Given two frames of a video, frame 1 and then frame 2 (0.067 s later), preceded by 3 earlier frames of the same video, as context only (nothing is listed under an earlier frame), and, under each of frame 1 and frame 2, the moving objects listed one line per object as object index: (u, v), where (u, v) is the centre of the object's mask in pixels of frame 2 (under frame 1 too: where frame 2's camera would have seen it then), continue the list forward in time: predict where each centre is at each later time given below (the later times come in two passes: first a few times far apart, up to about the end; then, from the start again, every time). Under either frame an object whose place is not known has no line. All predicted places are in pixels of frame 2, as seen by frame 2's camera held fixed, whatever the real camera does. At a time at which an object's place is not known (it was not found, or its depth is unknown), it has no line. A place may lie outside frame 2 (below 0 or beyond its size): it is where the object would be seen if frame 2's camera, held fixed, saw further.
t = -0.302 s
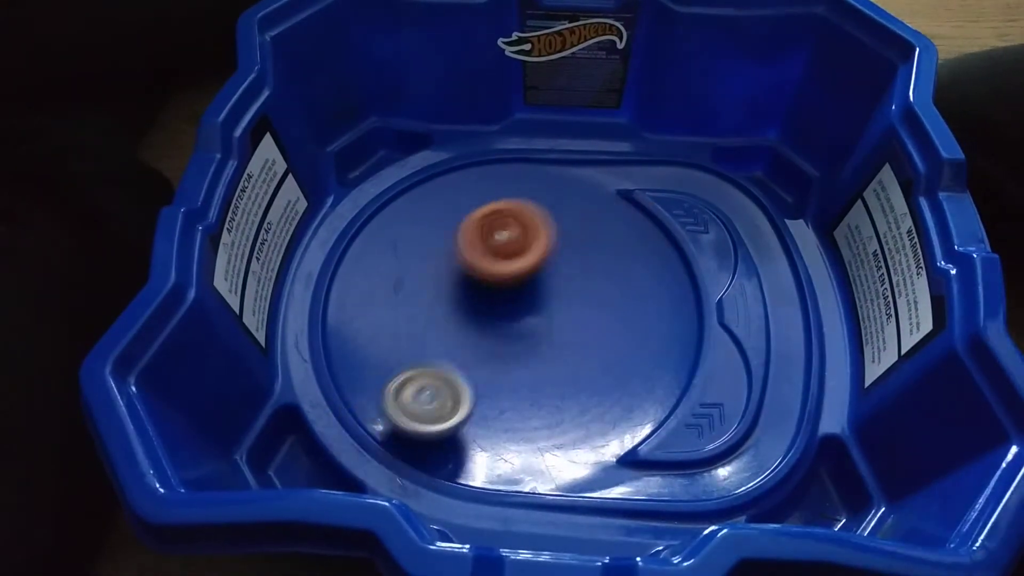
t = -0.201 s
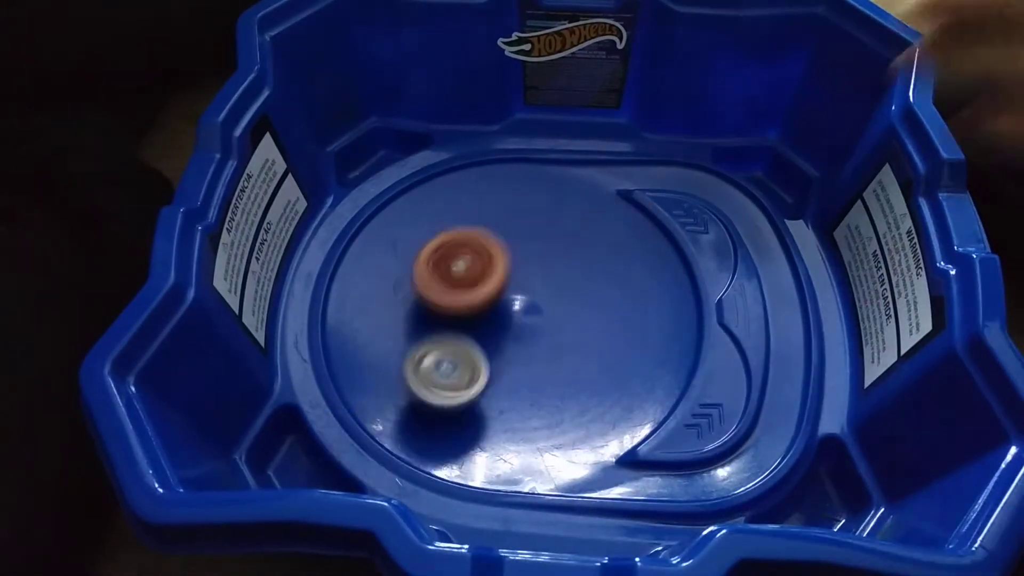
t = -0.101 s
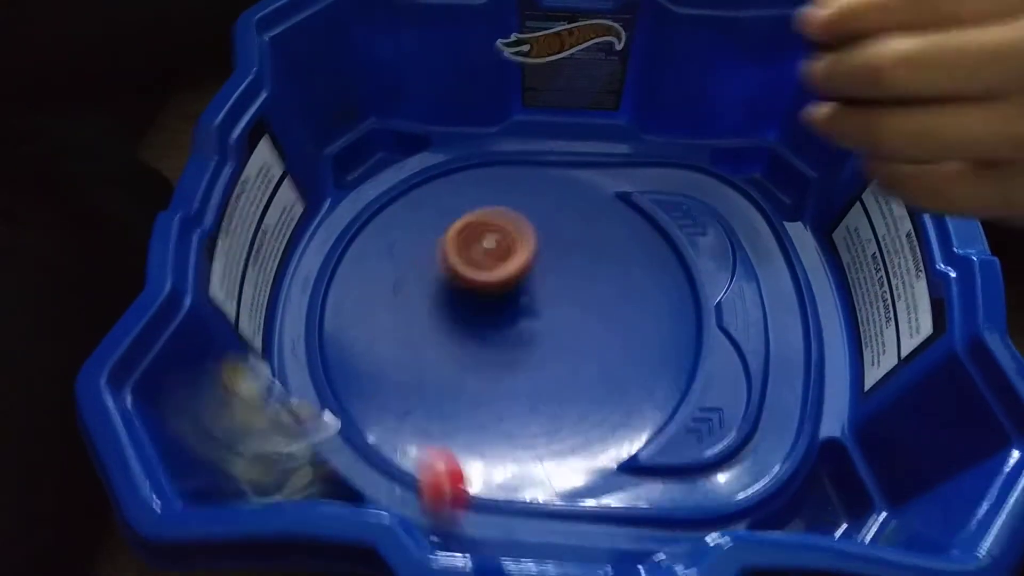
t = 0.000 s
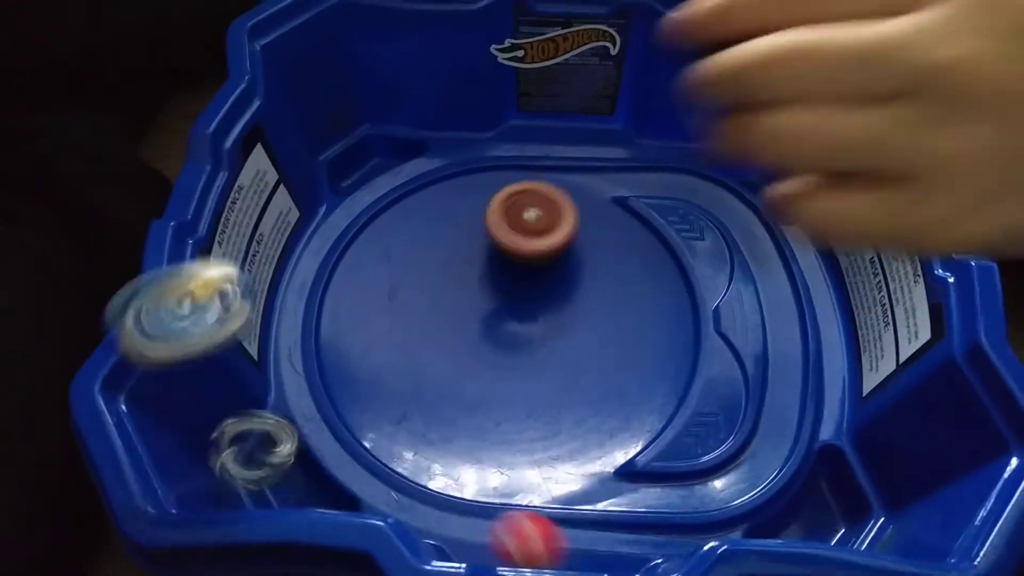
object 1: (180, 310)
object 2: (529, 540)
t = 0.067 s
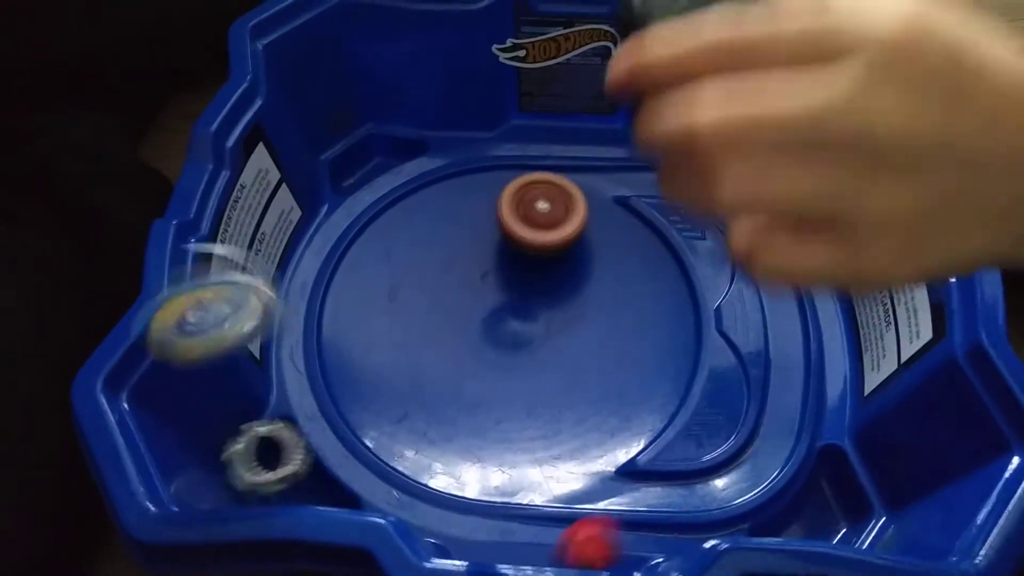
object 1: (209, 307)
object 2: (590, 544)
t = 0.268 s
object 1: (372, 464)
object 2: (683, 519)
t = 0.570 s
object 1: (477, 422)
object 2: (622, 486)
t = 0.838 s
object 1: (535, 366)
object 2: (537, 430)
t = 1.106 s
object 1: (527, 376)
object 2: (496, 419)
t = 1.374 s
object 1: (528, 378)
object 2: (479, 403)
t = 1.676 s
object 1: (507, 465)
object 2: (324, 315)
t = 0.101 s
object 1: (235, 335)
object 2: (620, 532)
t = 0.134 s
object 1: (274, 371)
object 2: (641, 528)
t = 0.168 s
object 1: (316, 431)
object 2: (660, 525)
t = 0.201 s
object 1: (340, 456)
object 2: (677, 530)
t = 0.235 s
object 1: (352, 475)
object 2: (681, 522)
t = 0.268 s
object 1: (372, 464)
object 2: (683, 519)
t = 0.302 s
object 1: (385, 460)
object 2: (682, 515)
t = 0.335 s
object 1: (410, 440)
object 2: (678, 510)
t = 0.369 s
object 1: (434, 421)
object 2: (670, 503)
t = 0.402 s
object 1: (455, 398)
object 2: (662, 495)
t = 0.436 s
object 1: (474, 379)
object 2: (654, 486)
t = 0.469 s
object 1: (476, 397)
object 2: (647, 475)
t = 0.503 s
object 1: (456, 450)
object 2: (641, 472)
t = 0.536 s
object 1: (469, 432)
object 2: (633, 477)
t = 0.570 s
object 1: (477, 422)
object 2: (622, 486)
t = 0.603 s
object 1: (495, 423)
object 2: (612, 485)
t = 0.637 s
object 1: (508, 427)
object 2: (600, 480)
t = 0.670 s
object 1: (517, 423)
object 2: (589, 475)
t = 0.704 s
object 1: (529, 409)
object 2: (576, 465)
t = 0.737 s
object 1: (528, 394)
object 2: (564, 453)
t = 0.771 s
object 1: (531, 385)
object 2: (555, 441)
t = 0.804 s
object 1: (534, 377)
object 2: (546, 432)
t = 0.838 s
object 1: (535, 366)
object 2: (537, 430)
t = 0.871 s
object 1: (532, 372)
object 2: (522, 462)
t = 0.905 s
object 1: (530, 372)
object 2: (513, 472)
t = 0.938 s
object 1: (528, 377)
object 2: (510, 466)
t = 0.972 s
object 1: (528, 377)
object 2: (504, 460)
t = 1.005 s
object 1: (527, 377)
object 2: (499, 451)
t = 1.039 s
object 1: (526, 377)
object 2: (497, 439)
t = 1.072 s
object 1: (526, 377)
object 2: (496, 427)
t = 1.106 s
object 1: (527, 376)
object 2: (496, 419)
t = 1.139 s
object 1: (528, 375)
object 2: (493, 415)
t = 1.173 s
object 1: (528, 375)
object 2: (489, 412)
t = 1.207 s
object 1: (528, 375)
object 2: (486, 411)
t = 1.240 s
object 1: (528, 375)
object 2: (483, 409)
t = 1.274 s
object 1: (528, 376)
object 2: (481, 406)
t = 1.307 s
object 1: (528, 376)
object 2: (479, 404)
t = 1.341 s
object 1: (528, 376)
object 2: (479, 403)
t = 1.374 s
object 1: (528, 378)
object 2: (479, 403)
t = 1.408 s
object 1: (524, 424)
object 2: (431, 395)
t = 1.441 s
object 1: (509, 495)
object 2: (370, 399)
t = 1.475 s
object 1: (506, 518)
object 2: (334, 389)
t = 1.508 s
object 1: (501, 520)
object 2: (315, 376)
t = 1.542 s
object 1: (498, 510)
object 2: (295, 363)
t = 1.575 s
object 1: (498, 499)
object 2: (286, 350)
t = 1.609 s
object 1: (501, 493)
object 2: (296, 336)
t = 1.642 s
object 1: (504, 476)
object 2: (308, 324)
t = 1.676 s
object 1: (507, 465)
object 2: (324, 315)
